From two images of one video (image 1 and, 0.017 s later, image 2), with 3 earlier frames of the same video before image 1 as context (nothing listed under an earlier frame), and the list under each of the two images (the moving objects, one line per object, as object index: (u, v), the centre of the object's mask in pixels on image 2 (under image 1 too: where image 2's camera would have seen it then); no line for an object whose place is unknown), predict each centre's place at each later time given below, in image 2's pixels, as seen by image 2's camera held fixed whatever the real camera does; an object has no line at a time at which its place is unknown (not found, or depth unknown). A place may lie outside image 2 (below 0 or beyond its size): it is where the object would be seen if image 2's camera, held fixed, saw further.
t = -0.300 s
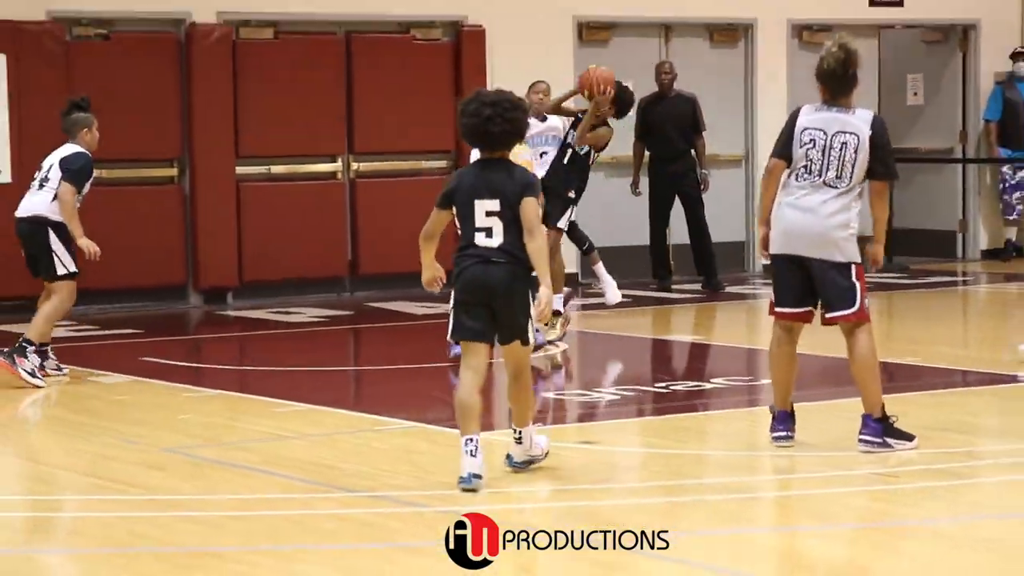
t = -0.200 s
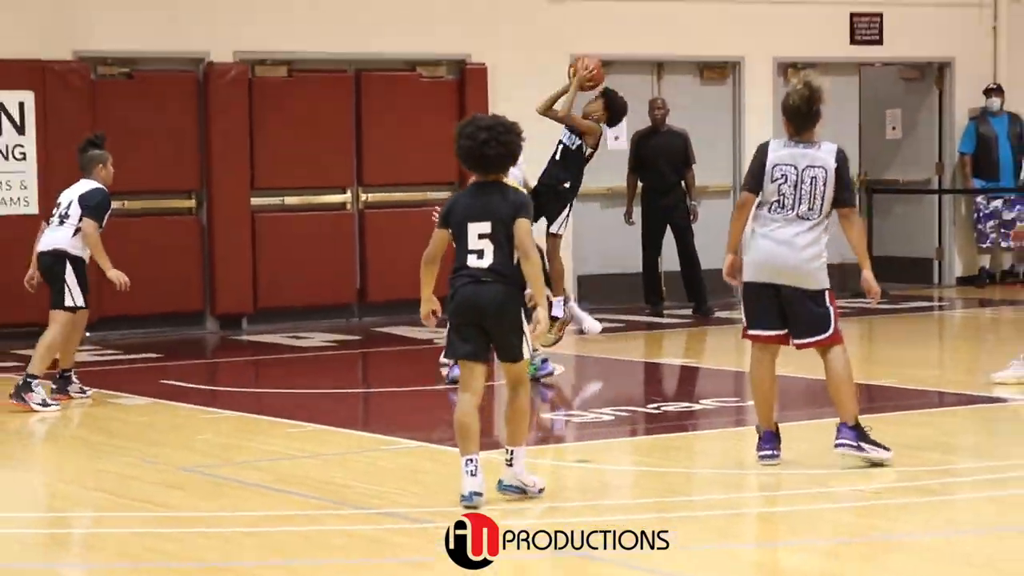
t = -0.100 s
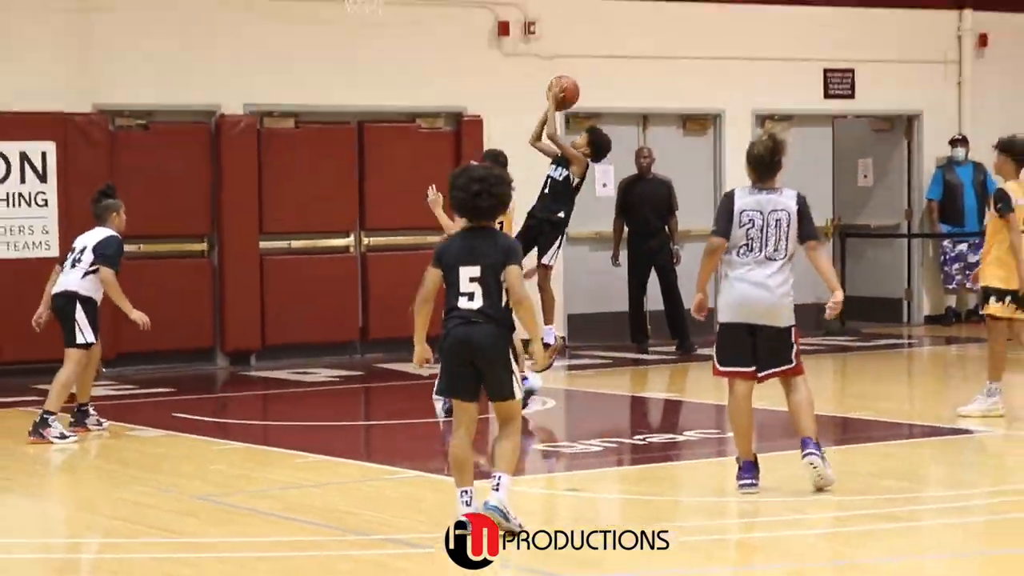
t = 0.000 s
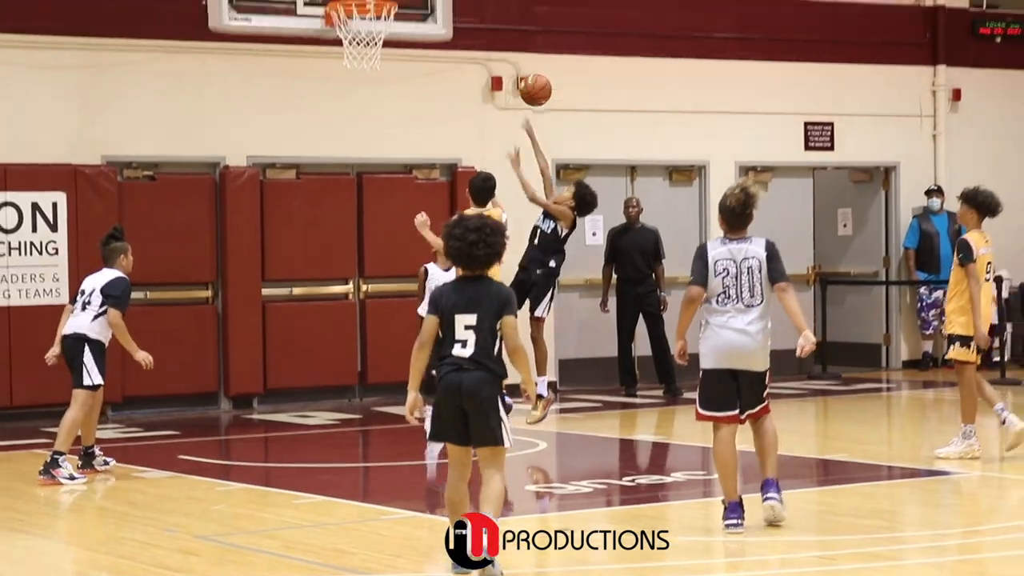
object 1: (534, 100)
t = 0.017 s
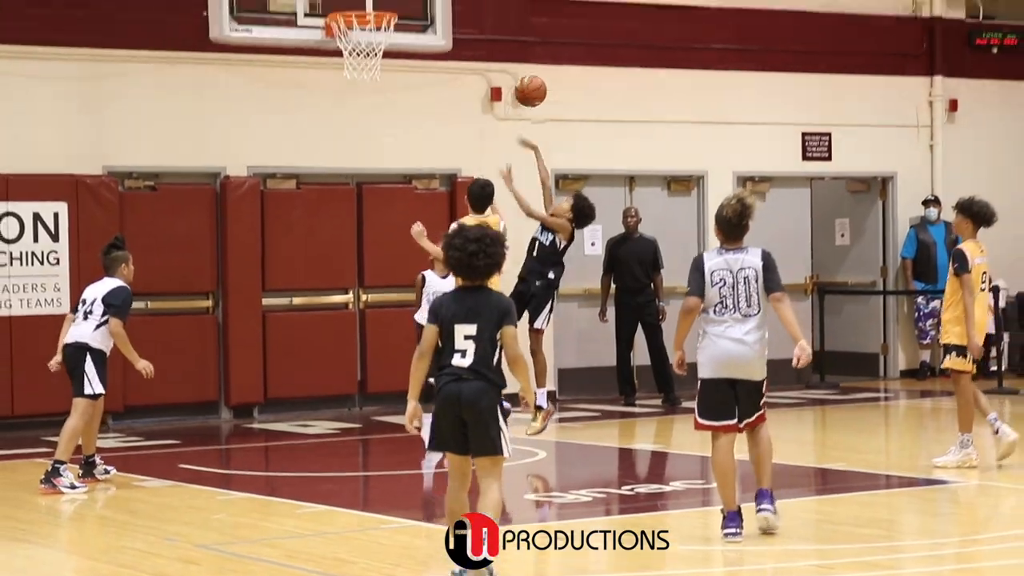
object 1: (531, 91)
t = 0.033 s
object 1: (526, 82)
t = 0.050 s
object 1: (522, 72)
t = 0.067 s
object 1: (517, 64)
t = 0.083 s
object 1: (513, 56)
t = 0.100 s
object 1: (509, 49)
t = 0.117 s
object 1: (505, 42)
